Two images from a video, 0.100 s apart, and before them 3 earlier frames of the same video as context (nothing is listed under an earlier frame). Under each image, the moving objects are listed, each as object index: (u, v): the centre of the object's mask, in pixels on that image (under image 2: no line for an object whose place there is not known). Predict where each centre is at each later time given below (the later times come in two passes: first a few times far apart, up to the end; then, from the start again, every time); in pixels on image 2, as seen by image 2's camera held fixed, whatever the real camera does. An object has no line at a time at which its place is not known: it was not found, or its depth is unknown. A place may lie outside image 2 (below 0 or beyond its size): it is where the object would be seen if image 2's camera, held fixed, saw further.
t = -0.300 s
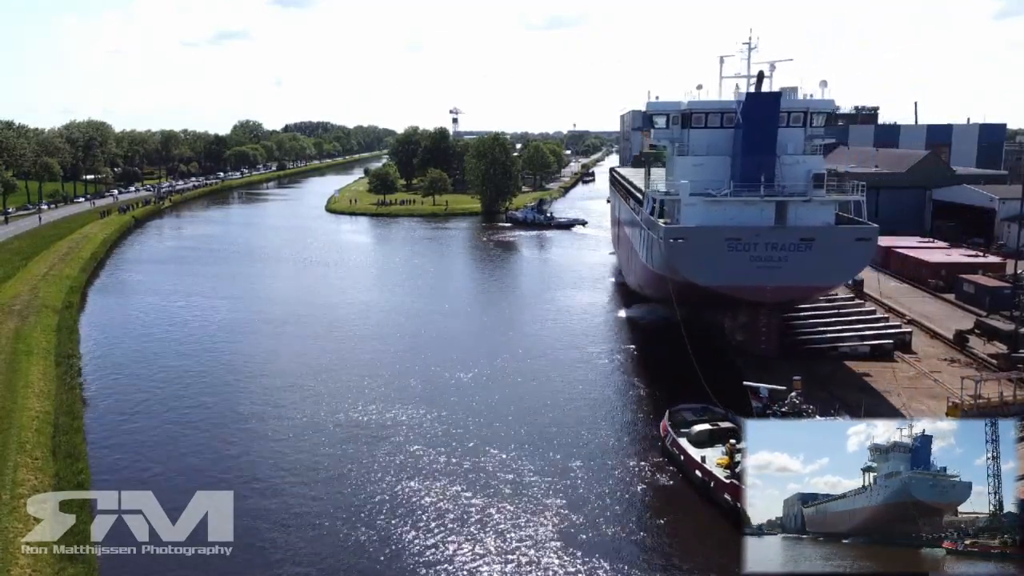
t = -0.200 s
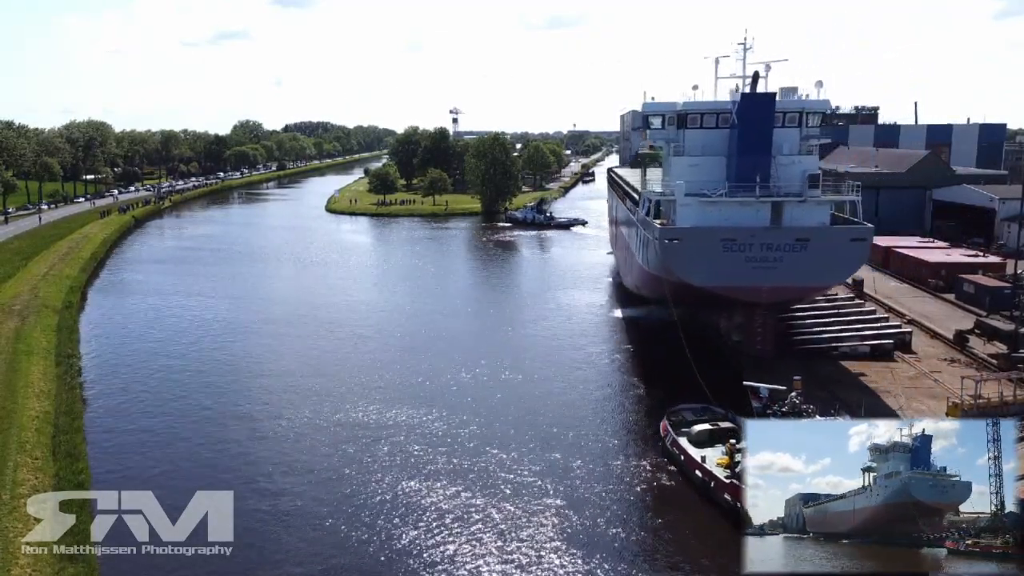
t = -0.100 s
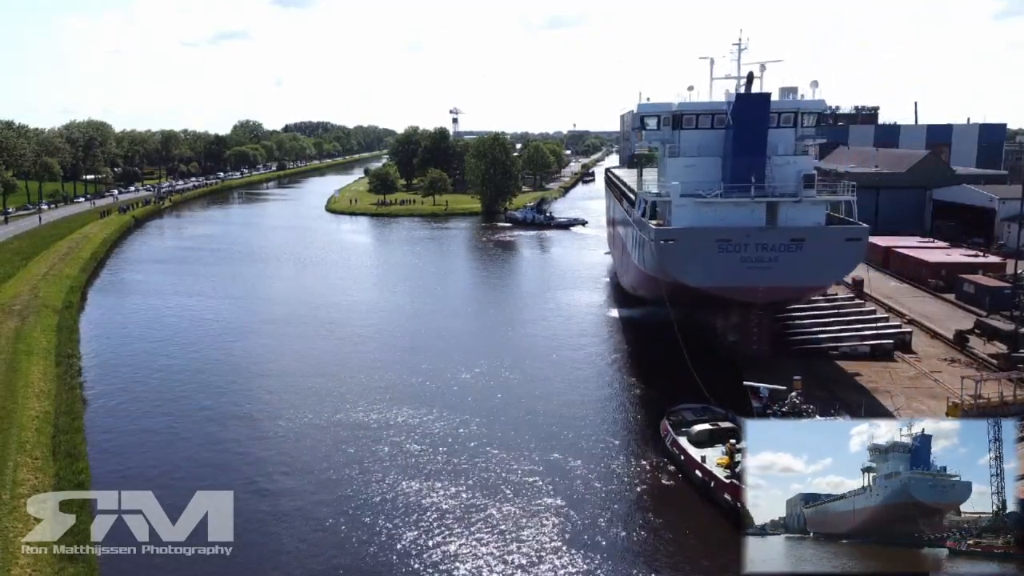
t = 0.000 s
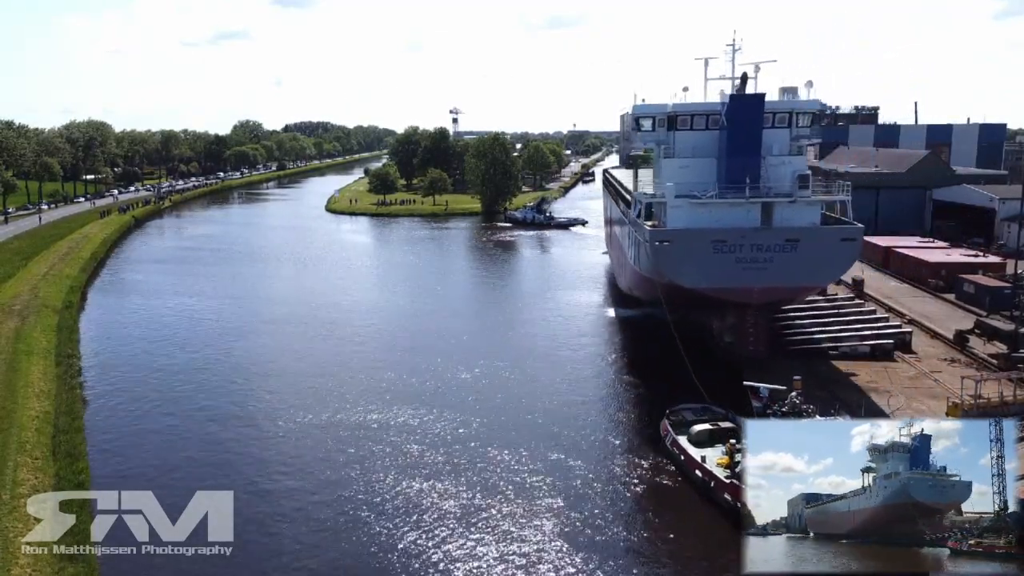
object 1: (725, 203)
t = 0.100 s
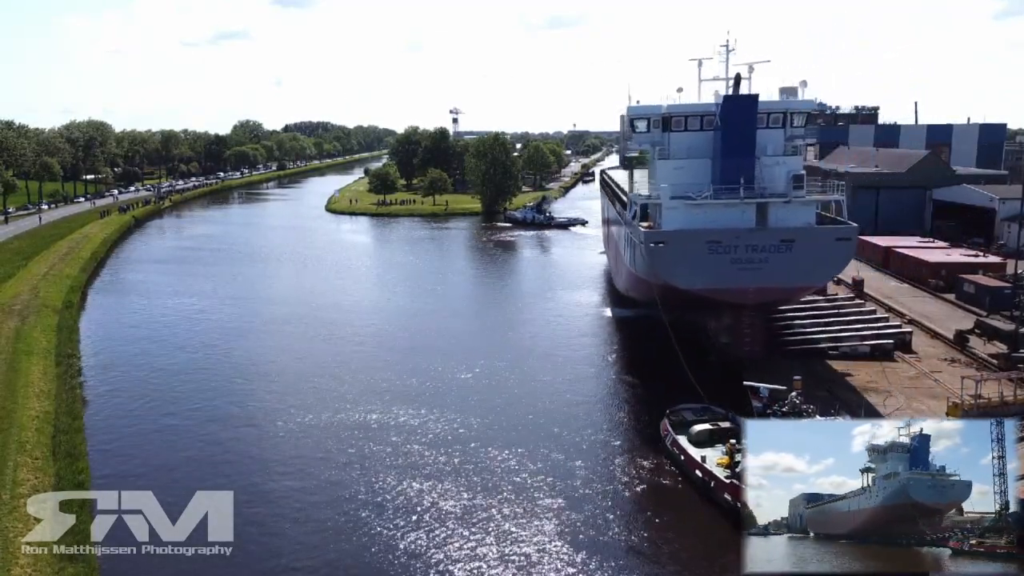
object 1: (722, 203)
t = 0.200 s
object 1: (719, 203)
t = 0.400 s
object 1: (709, 205)
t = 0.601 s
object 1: (698, 210)
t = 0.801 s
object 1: (685, 213)
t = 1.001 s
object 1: (673, 218)
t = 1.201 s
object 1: (662, 220)
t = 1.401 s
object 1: (646, 229)
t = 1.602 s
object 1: (634, 235)
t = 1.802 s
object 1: (623, 240)
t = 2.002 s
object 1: (613, 243)
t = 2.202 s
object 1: (605, 247)
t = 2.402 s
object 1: (600, 250)
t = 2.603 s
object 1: (594, 252)
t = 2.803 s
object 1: (590, 254)
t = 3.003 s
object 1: (587, 256)
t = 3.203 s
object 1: (584, 256)
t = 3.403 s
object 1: (583, 256)
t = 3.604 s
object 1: (582, 257)
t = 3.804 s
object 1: (581, 257)
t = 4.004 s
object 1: (580, 255)
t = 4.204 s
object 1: (579, 255)
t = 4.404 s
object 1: (576, 255)
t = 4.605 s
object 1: (574, 254)
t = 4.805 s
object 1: (572, 253)
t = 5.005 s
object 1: (569, 252)
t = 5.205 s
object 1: (566, 253)
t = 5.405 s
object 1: (564, 253)
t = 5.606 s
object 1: (564, 253)
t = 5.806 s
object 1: (563, 255)
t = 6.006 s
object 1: (561, 254)
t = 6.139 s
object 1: (560, 254)
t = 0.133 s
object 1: (722, 203)
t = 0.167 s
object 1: (722, 203)
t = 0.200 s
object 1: (719, 203)
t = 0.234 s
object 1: (718, 204)
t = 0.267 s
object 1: (716, 204)
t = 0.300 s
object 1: (714, 204)
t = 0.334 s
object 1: (712, 206)
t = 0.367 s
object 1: (711, 206)
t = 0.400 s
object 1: (709, 205)
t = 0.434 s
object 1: (707, 206)
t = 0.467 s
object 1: (705, 206)
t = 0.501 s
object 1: (704, 206)
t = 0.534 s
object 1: (701, 207)
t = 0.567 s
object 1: (699, 209)
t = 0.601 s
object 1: (698, 210)
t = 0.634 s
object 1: (696, 210)
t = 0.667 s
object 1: (693, 210)
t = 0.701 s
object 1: (692, 211)
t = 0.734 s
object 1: (690, 211)
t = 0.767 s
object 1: (688, 212)
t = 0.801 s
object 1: (685, 213)
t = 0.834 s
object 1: (684, 213)
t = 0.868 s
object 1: (682, 213)
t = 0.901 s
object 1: (680, 215)
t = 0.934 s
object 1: (677, 215)
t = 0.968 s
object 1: (674, 215)
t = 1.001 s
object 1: (673, 218)
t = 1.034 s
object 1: (671, 218)
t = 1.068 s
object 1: (669, 218)
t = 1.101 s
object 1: (667, 219)
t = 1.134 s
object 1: (665, 220)
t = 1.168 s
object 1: (664, 220)
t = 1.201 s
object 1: (662, 220)
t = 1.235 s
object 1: (661, 221)
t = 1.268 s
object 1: (659, 222)
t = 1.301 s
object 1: (656, 221)
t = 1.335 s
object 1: (655, 223)
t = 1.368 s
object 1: (654, 223)
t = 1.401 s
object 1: (646, 229)
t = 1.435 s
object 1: (645, 229)
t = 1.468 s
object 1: (641, 229)
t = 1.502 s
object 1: (640, 232)
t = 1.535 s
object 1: (638, 233)
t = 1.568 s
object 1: (636, 233)
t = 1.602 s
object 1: (634, 235)
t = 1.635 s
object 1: (632, 236)
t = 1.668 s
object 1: (630, 237)
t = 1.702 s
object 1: (628, 237)
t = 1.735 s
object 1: (626, 239)
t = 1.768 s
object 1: (624, 239)
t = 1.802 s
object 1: (623, 240)
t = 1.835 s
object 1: (621, 241)
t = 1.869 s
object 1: (619, 241)
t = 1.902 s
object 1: (618, 242)
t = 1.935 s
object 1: (617, 242)
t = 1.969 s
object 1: (615, 243)
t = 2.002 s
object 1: (613, 243)
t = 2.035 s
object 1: (612, 244)
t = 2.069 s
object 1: (611, 244)
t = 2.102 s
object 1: (609, 245)
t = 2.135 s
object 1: (608, 246)
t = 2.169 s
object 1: (607, 246)
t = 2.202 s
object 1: (605, 247)
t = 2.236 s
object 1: (605, 247)
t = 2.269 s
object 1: (603, 248)
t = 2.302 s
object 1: (602, 248)
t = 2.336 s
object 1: (601, 248)
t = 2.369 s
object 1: (601, 249)
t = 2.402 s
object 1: (600, 250)
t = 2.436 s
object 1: (599, 250)
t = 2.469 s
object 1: (598, 250)
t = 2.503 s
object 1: (597, 250)
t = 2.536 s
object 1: (596, 251)
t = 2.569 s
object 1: (595, 251)
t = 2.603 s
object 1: (594, 252)
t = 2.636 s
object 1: (594, 252)
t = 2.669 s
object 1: (593, 253)
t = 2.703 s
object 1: (592, 253)
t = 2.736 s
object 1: (592, 253)
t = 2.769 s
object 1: (591, 253)
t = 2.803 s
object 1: (590, 254)
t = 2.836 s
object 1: (590, 254)
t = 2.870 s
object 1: (589, 254)
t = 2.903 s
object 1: (588, 255)
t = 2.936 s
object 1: (587, 255)
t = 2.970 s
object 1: (587, 255)
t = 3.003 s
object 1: (587, 256)
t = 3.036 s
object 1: (586, 255)
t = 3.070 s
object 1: (585, 256)
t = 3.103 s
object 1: (585, 256)
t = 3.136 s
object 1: (585, 256)
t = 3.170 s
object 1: (585, 256)
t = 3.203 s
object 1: (584, 256)
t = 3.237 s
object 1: (584, 257)
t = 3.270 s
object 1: (584, 257)
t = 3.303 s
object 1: (584, 257)
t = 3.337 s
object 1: (583, 257)
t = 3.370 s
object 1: (583, 257)
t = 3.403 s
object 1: (583, 256)
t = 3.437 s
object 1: (583, 256)
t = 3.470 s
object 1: (583, 256)
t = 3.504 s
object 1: (582, 257)
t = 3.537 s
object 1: (582, 258)
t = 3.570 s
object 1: (582, 258)
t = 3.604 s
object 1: (582, 257)
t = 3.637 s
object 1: (582, 258)
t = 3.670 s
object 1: (582, 257)
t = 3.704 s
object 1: (581, 257)
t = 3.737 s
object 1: (581, 257)
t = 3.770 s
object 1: (581, 257)
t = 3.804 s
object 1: (581, 257)
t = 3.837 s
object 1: (580, 257)
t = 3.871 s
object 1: (581, 256)
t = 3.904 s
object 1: (581, 256)
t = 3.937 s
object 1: (580, 257)
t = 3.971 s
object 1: (580, 255)
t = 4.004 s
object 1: (580, 255)
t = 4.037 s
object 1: (580, 255)
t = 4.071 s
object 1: (580, 255)
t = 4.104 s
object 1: (579, 255)
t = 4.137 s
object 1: (579, 256)
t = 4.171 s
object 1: (579, 255)
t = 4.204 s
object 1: (579, 255)
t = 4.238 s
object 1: (578, 255)
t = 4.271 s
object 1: (578, 255)
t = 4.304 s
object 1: (577, 256)
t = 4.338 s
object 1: (577, 255)
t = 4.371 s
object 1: (577, 255)
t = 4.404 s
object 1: (576, 255)
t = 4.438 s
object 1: (576, 255)
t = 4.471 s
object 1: (575, 255)
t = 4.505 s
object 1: (575, 254)
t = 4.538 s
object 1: (575, 254)
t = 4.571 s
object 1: (575, 254)
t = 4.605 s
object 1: (574, 254)
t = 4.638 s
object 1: (574, 254)
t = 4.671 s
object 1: (573, 254)
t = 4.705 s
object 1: (573, 254)
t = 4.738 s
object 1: (573, 253)
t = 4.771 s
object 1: (572, 253)
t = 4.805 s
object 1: (572, 253)
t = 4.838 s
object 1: (572, 253)
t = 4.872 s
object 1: (571, 253)
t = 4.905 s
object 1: (570, 252)
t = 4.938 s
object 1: (570, 252)
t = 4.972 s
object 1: (569, 252)
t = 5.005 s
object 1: (569, 252)
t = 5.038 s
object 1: (569, 252)
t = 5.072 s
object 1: (568, 253)
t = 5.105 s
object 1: (567, 252)
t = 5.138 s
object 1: (567, 252)
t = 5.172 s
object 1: (566, 252)
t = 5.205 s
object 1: (566, 253)
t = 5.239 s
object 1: (565, 253)
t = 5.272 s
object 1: (565, 253)
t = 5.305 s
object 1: (565, 253)
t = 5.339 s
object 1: (564, 253)
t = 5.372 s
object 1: (564, 253)
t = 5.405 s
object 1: (564, 253)
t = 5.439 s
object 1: (564, 253)
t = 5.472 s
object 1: (564, 253)
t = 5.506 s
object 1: (564, 252)
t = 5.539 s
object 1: (563, 253)
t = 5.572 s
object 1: (564, 253)
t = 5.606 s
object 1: (564, 253)
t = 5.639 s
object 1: (564, 253)
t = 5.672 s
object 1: (564, 254)
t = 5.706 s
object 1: (563, 255)
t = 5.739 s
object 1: (563, 255)
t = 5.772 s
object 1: (563, 255)
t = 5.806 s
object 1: (563, 255)
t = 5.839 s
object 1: (562, 254)
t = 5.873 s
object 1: (562, 254)
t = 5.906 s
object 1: (562, 254)
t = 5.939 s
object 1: (562, 254)
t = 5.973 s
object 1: (562, 254)
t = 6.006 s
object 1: (561, 254)
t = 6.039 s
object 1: (561, 254)
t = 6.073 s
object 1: (561, 254)
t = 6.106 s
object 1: (560, 254)
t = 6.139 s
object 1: (560, 254)
